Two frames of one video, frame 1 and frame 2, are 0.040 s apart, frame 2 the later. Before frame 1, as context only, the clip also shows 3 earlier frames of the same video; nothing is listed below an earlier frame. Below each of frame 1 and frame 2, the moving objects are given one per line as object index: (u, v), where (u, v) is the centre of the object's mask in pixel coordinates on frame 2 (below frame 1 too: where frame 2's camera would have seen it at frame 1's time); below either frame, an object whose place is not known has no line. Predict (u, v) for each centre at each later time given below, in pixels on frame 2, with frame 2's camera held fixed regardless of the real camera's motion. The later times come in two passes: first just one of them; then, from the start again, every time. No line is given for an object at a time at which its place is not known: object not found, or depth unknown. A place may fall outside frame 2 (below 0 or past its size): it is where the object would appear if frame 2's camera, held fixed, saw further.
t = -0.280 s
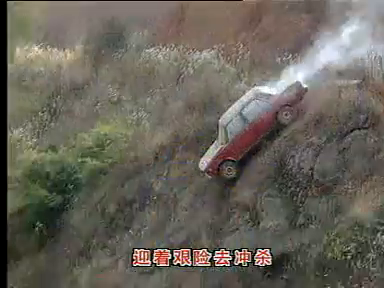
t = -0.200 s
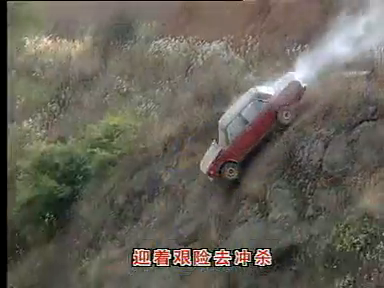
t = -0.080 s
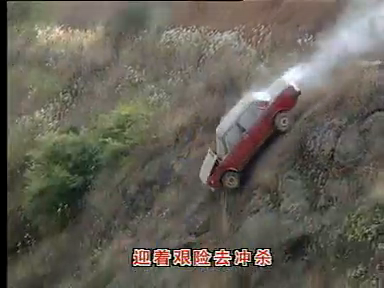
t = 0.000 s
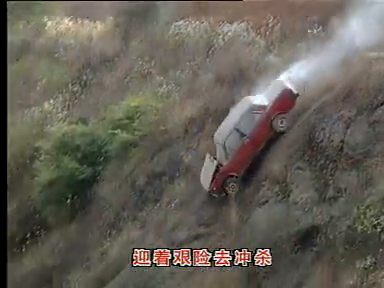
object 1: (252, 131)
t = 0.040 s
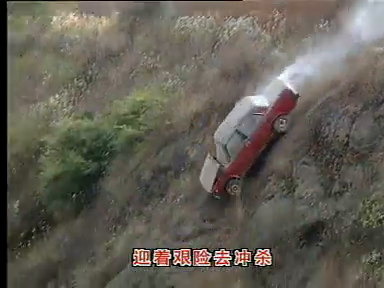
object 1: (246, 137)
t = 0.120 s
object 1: (235, 147)
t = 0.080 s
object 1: (241, 142)
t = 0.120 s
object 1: (235, 147)
